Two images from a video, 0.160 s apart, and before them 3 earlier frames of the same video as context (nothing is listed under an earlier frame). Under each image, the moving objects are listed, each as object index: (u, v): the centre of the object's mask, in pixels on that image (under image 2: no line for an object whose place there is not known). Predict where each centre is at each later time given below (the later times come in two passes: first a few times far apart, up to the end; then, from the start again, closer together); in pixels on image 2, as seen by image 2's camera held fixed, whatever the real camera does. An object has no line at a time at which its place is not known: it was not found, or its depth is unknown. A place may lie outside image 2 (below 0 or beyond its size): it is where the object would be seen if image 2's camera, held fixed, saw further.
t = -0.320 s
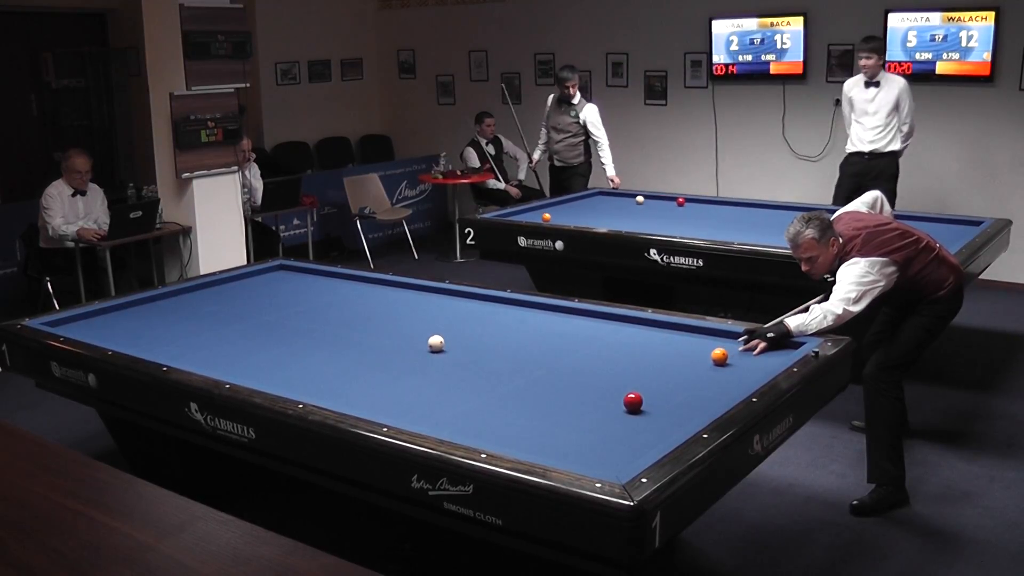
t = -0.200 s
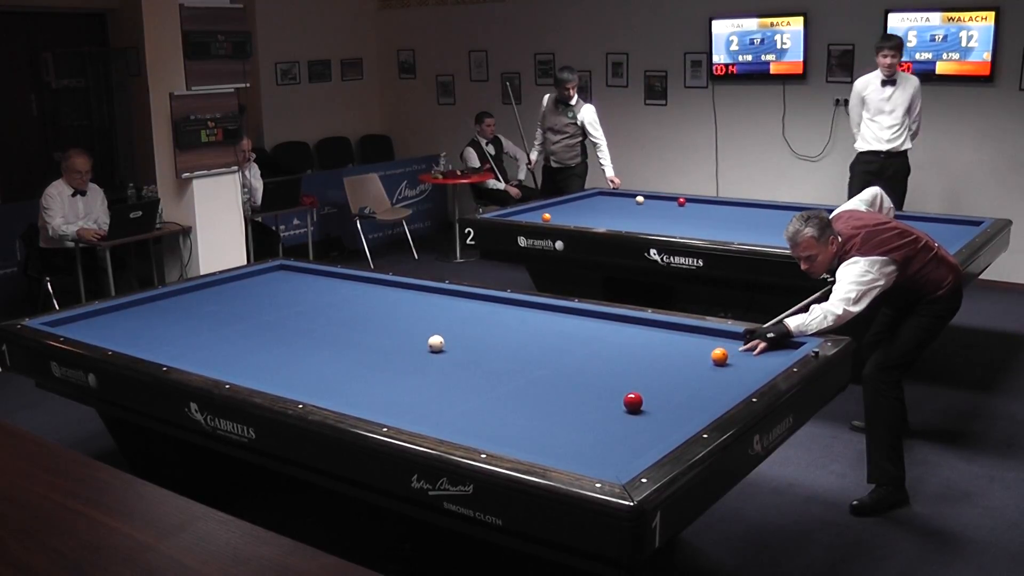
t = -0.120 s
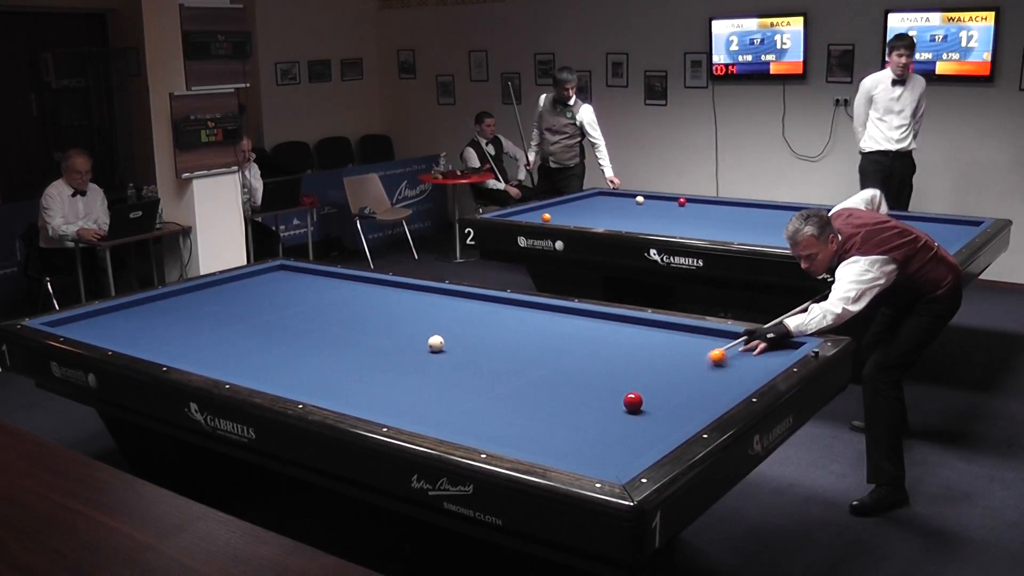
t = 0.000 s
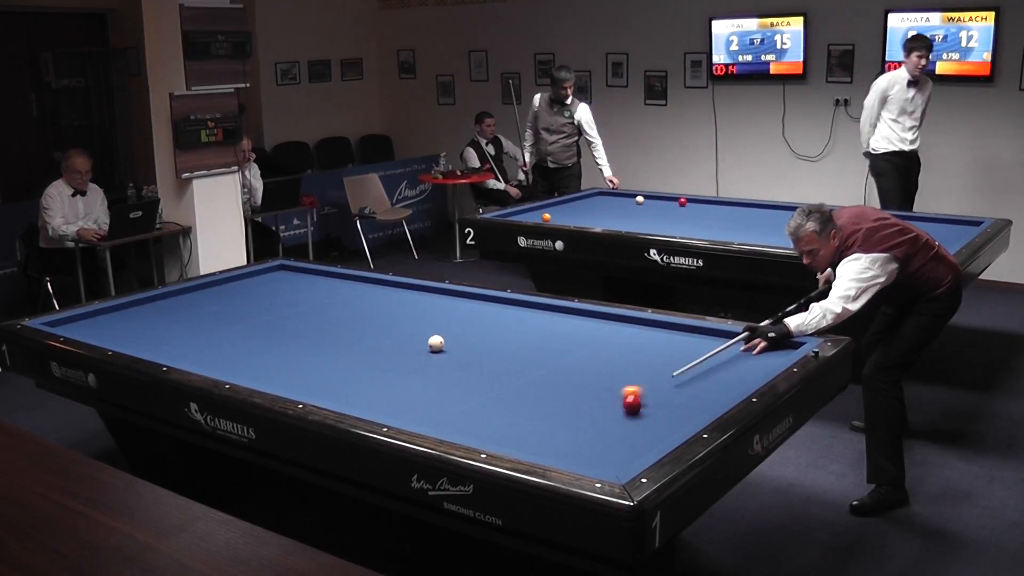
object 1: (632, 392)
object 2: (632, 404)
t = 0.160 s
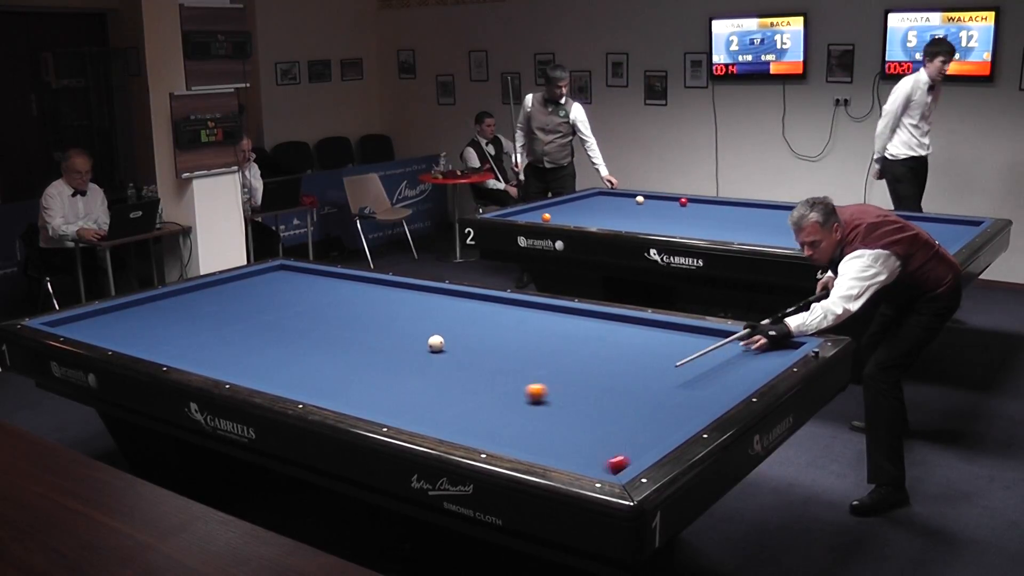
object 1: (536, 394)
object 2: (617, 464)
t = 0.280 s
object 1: (467, 394)
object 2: (641, 432)
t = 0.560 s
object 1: (312, 393)
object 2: (673, 377)
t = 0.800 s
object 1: (269, 362)
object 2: (693, 343)
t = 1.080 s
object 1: (221, 333)
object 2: (642, 338)
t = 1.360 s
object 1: (183, 310)
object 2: (556, 347)
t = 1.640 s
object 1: (185, 295)
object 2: (469, 354)
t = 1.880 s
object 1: (256, 291)
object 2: (393, 361)
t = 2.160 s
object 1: (329, 286)
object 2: (304, 369)
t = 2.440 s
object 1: (389, 285)
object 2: (231, 371)
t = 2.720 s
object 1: (406, 298)
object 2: (240, 358)
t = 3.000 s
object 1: (426, 312)
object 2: (244, 345)
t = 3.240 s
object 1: (445, 325)
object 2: (247, 335)
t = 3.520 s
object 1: (469, 342)
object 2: (250, 325)
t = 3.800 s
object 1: (495, 361)
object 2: (254, 316)
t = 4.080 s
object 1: (525, 382)
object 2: (257, 307)
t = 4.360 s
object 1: (559, 405)
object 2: (259, 299)
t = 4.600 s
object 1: (591, 427)
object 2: (261, 293)
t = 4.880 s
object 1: (632, 454)
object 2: (264, 287)
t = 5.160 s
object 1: (570, 458)
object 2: (266, 281)
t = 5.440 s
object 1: (548, 442)
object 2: (268, 275)
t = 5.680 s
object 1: (532, 428)
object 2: (270, 270)
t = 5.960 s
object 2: (280, 268)
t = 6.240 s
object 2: (288, 268)
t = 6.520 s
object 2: (289, 270)
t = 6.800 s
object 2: (290, 272)
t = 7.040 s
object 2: (290, 274)
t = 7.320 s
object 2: (291, 276)
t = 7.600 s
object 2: (291, 278)
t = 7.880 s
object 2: (292, 280)
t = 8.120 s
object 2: (292, 281)
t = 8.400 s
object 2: (293, 282)
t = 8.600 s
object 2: (294, 284)
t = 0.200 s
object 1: (513, 393)
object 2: (628, 454)
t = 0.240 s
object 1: (490, 393)
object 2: (635, 443)
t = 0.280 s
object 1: (467, 394)
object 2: (641, 432)
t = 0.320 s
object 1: (444, 394)
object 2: (646, 422)
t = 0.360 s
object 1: (421, 395)
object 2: (651, 413)
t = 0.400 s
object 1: (398, 396)
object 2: (656, 404)
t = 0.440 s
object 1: (375, 396)
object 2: (661, 396)
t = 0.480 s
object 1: (353, 396)
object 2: (665, 389)
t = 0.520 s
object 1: (332, 395)
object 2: (669, 383)
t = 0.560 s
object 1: (312, 393)
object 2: (673, 377)
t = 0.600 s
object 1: (305, 388)
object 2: (676, 371)
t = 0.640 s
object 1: (298, 383)
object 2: (680, 365)
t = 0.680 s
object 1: (291, 377)
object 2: (683, 359)
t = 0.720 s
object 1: (284, 371)
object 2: (687, 353)
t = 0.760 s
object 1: (277, 366)
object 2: (690, 348)
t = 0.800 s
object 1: (269, 362)
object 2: (693, 343)
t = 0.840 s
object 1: (261, 357)
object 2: (696, 337)
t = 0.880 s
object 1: (255, 353)
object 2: (699, 332)
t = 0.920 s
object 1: (247, 349)
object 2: (695, 330)
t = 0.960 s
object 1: (241, 345)
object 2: (682, 332)
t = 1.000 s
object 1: (234, 341)
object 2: (668, 334)
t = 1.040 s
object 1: (228, 337)
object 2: (655, 336)
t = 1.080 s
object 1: (221, 333)
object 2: (642, 338)
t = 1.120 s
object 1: (215, 330)
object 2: (629, 340)
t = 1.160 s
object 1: (210, 326)
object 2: (617, 341)
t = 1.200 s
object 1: (204, 323)
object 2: (604, 342)
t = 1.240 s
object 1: (199, 319)
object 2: (592, 343)
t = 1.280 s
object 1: (194, 316)
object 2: (580, 344)
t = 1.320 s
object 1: (188, 313)
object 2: (568, 346)
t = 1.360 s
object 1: (183, 310)
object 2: (556, 347)
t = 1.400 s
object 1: (179, 307)
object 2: (544, 348)
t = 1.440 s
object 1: (174, 304)
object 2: (531, 349)
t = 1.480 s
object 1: (169, 301)
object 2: (519, 350)
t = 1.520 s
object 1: (165, 298)
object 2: (507, 351)
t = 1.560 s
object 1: (160, 296)
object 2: (494, 352)
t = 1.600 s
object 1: (171, 295)
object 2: (482, 353)
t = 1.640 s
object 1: (185, 295)
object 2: (469, 354)
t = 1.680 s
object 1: (198, 294)
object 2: (457, 356)
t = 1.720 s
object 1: (210, 294)
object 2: (444, 357)
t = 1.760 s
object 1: (222, 293)
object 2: (431, 358)
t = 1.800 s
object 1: (234, 293)
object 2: (419, 359)
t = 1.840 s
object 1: (245, 292)
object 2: (406, 360)
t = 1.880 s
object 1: (256, 291)
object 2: (393, 361)
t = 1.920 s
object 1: (266, 290)
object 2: (381, 362)
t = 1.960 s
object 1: (277, 289)
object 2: (368, 363)
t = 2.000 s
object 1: (288, 289)
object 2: (355, 364)
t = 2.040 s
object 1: (298, 288)
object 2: (342, 366)
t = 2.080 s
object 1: (309, 288)
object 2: (330, 367)
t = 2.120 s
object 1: (319, 287)
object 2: (317, 368)
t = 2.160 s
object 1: (329, 286)
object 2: (304, 369)
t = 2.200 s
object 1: (340, 285)
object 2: (291, 370)
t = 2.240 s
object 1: (350, 285)
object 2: (279, 371)
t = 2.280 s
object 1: (361, 284)
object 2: (266, 372)
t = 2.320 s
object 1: (371, 283)
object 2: (254, 373)
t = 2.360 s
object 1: (381, 282)
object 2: (241, 372)
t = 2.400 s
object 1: (388, 283)
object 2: (230, 372)
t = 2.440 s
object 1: (389, 285)
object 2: (231, 371)
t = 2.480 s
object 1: (391, 287)
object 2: (234, 369)
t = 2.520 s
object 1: (393, 289)
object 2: (236, 368)
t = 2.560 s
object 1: (396, 290)
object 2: (237, 365)
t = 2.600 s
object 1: (398, 292)
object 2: (238, 363)
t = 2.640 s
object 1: (401, 294)
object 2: (238, 361)
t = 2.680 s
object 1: (404, 296)
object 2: (239, 360)
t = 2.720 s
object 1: (406, 298)
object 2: (240, 358)
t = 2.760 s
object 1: (409, 300)
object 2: (240, 356)
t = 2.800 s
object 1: (412, 302)
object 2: (241, 354)
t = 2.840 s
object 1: (415, 304)
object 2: (241, 352)
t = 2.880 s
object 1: (417, 306)
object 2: (242, 350)
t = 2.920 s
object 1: (420, 308)
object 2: (243, 349)
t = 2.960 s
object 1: (423, 310)
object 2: (243, 347)
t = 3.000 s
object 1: (426, 312)
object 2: (244, 345)
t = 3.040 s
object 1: (429, 314)
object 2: (244, 344)
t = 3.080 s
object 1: (432, 316)
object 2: (245, 342)
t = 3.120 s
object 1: (435, 318)
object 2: (245, 340)
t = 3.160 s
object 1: (438, 321)
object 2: (246, 339)
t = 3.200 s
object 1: (442, 323)
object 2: (246, 337)
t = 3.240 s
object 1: (445, 325)
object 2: (247, 335)
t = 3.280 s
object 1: (448, 327)
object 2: (248, 334)
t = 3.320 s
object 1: (451, 329)
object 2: (248, 332)
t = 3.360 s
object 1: (455, 332)
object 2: (248, 331)
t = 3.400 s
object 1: (458, 334)
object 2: (249, 330)
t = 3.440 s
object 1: (461, 337)
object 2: (249, 328)
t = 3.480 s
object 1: (465, 339)
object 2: (250, 327)
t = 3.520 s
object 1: (469, 342)
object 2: (250, 325)
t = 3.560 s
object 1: (472, 344)
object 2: (251, 324)
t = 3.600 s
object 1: (476, 347)
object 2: (251, 322)
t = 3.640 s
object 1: (480, 349)
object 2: (252, 321)
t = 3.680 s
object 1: (484, 352)
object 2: (253, 320)
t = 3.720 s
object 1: (487, 355)
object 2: (253, 318)
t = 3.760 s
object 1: (491, 358)
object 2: (254, 317)
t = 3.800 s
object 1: (495, 361)
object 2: (254, 316)
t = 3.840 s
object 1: (499, 364)
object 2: (254, 315)
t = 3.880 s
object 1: (503, 366)
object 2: (255, 314)
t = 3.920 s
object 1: (507, 369)
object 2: (255, 312)
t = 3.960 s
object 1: (512, 372)
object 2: (256, 311)
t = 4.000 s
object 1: (516, 375)
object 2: (256, 310)
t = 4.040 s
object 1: (520, 379)
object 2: (256, 308)
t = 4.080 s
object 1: (525, 382)
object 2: (257, 307)
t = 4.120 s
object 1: (529, 385)
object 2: (257, 306)
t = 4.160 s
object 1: (534, 388)
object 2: (257, 305)
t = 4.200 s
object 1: (539, 391)
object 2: (258, 304)
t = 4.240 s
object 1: (544, 395)
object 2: (258, 303)
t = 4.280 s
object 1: (548, 398)
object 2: (259, 301)
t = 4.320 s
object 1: (553, 401)
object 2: (259, 301)
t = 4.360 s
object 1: (559, 405)
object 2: (259, 299)
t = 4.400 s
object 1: (564, 408)
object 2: (260, 298)
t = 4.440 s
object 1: (569, 412)
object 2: (260, 298)
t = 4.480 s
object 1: (574, 416)
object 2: (260, 297)
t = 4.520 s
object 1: (580, 420)
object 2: (261, 296)
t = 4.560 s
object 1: (585, 424)
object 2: (261, 295)
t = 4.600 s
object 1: (591, 427)
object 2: (261, 293)
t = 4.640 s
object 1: (597, 431)
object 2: (262, 292)
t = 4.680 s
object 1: (602, 435)
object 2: (262, 291)
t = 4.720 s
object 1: (608, 439)
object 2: (263, 290)
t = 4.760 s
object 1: (615, 443)
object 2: (263, 289)
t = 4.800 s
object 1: (621, 448)
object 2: (263, 289)
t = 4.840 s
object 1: (627, 452)
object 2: (263, 288)
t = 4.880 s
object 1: (632, 454)
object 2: (264, 287)
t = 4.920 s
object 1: (624, 456)
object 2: (264, 286)
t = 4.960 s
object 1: (613, 457)
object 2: (265, 285)
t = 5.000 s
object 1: (603, 459)
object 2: (265, 284)
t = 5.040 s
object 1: (594, 459)
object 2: (265, 283)
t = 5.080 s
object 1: (584, 459)
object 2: (266, 282)
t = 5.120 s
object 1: (575, 459)
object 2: (266, 281)
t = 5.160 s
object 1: (570, 458)
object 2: (266, 281)
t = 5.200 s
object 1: (567, 456)
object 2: (266, 280)
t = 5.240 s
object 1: (564, 454)
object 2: (266, 279)
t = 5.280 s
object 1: (561, 451)
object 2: (267, 278)
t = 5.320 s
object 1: (557, 449)
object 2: (267, 277)
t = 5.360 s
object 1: (554, 447)
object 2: (267, 276)
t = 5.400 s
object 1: (551, 445)
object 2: (267, 276)
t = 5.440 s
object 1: (548, 442)
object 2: (268, 275)
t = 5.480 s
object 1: (545, 440)
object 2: (268, 274)
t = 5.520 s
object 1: (542, 437)
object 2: (268, 273)
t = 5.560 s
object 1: (539, 435)
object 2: (269, 273)
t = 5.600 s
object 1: (537, 432)
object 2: (269, 272)
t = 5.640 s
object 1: (534, 430)
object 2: (269, 271)
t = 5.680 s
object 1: (532, 428)
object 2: (270, 270)
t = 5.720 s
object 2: (270, 269)
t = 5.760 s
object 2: (270, 269)
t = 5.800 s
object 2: (272, 268)
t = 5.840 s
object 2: (274, 268)
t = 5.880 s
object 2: (276, 268)
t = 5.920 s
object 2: (278, 268)
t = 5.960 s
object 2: (280, 268)
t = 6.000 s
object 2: (282, 267)
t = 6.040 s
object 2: (284, 267)
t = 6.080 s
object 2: (287, 267)
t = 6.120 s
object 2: (288, 267)
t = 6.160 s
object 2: (288, 267)
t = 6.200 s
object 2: (288, 268)
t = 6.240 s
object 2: (288, 268)
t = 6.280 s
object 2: (288, 268)
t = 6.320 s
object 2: (288, 269)
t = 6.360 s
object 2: (288, 269)
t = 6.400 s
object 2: (288, 269)
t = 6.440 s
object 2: (289, 269)
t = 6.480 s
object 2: (289, 270)
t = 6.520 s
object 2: (289, 270)
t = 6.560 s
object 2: (289, 271)
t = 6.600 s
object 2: (289, 271)
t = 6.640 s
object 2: (289, 271)
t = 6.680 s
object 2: (289, 272)
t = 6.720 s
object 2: (289, 272)
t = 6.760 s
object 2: (289, 272)
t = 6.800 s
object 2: (290, 272)
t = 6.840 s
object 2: (290, 273)
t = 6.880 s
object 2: (290, 273)
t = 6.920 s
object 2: (290, 273)
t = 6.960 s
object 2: (290, 274)
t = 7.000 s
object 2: (290, 274)
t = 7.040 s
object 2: (290, 274)
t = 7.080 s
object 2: (291, 274)
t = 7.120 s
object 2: (290, 275)
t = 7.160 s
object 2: (291, 275)
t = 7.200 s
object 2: (291, 276)
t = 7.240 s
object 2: (291, 276)
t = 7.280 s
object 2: (291, 276)
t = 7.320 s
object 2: (291, 276)
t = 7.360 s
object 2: (291, 277)
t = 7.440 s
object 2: (291, 277)
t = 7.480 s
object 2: (291, 277)
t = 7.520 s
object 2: (291, 278)
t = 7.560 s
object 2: (291, 278)
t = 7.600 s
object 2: (291, 278)
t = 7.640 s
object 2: (292, 278)
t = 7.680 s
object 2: (292, 278)
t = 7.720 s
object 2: (292, 279)
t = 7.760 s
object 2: (292, 279)
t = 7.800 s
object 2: (292, 279)
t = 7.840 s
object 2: (292, 279)
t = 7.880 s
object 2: (292, 280)
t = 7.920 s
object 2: (292, 280)
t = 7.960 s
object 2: (292, 280)
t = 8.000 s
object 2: (292, 280)
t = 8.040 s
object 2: (292, 280)
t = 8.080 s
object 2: (292, 281)
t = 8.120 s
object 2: (292, 281)
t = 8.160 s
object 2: (293, 281)
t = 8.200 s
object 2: (293, 282)
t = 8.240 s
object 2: (293, 282)
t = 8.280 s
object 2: (293, 282)
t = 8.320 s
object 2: (293, 282)
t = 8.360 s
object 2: (293, 282)
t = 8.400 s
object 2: (293, 282)
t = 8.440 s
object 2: (293, 283)
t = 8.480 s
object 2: (293, 283)
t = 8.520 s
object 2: (294, 283)
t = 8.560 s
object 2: (294, 283)
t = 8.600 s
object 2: (294, 284)
